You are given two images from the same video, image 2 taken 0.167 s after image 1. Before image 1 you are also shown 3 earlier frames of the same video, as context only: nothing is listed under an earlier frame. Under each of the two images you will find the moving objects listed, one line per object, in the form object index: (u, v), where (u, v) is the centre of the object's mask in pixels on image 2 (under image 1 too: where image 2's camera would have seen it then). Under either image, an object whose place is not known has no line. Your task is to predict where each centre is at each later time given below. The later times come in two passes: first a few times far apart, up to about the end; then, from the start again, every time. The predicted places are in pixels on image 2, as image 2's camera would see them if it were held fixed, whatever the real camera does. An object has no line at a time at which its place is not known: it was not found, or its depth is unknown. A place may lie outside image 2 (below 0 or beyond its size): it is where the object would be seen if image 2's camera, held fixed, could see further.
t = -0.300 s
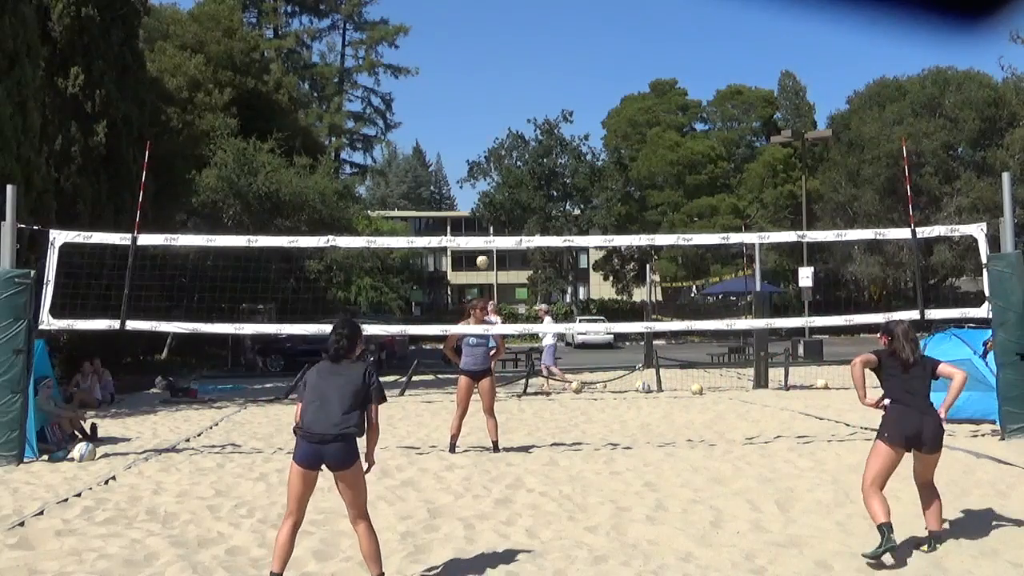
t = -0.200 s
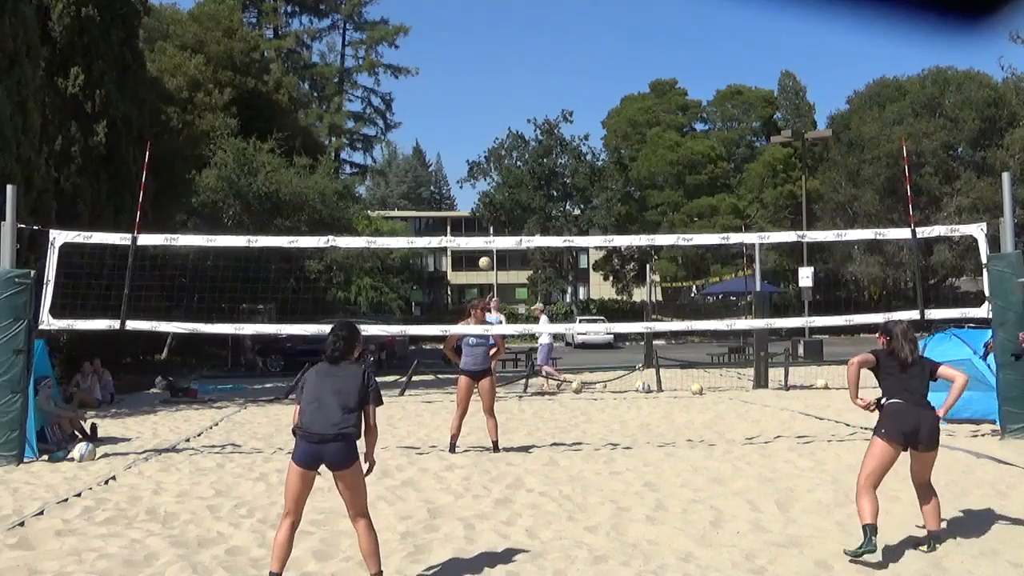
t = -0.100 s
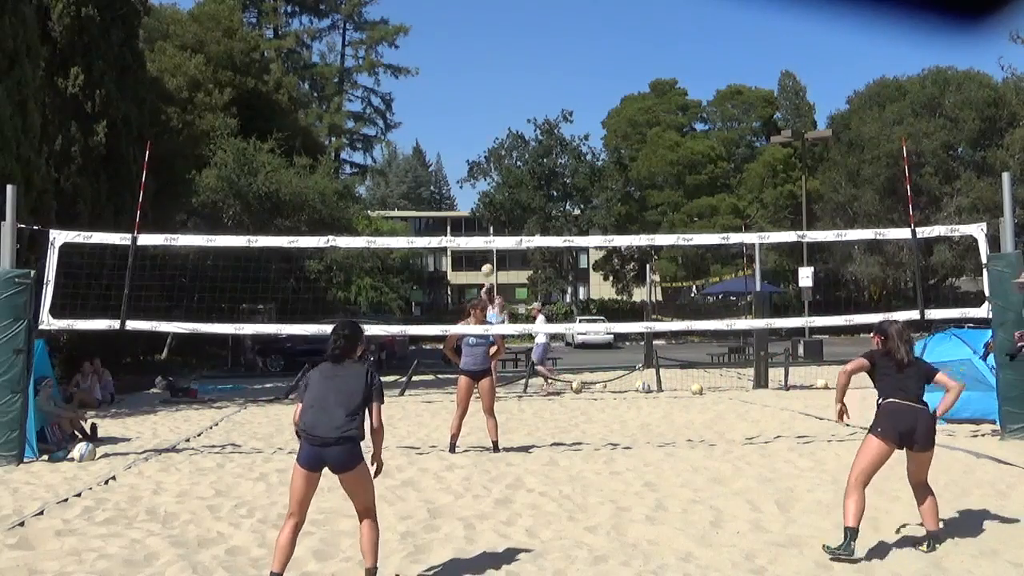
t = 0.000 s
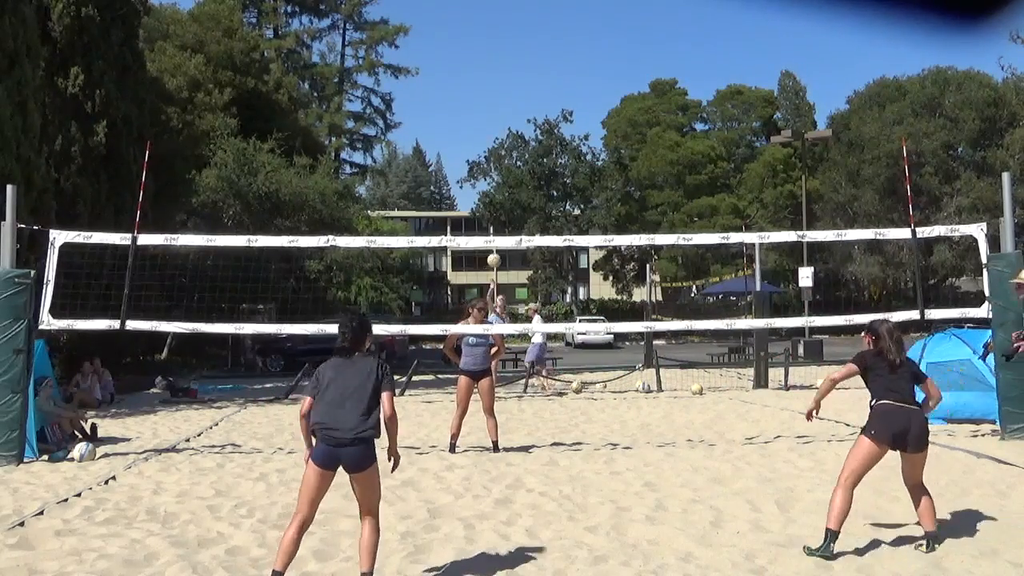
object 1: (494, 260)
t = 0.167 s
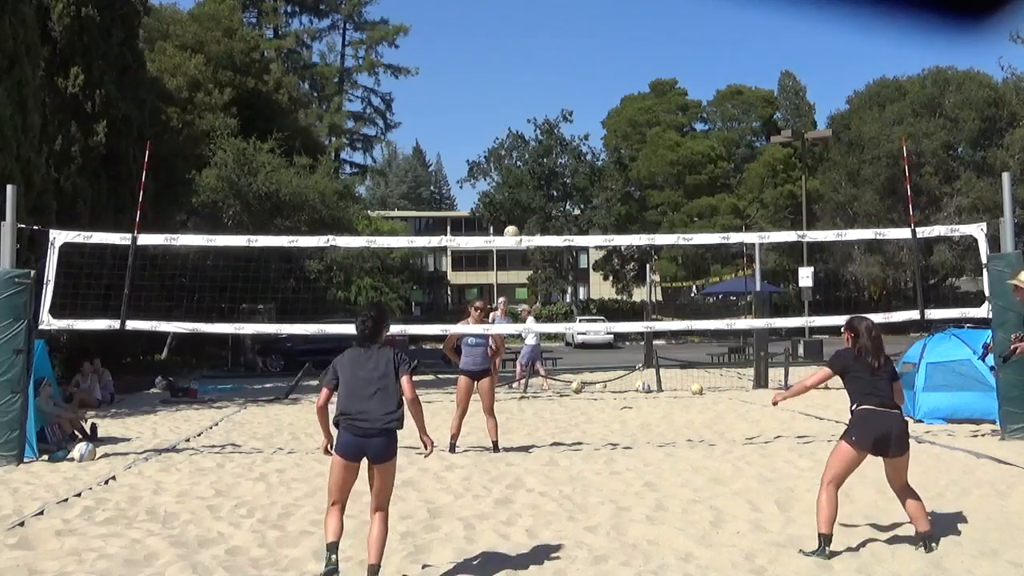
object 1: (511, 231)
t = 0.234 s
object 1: (519, 225)
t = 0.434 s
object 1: (551, 220)
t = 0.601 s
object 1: (586, 251)
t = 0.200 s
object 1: (515, 228)
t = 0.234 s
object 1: (519, 225)
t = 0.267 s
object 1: (524, 222)
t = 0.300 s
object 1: (529, 220)
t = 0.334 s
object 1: (534, 219)
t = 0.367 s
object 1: (539, 218)
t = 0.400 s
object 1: (543, 218)
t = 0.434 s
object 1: (551, 220)
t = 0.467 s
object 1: (556, 222)
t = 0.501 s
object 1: (564, 226)
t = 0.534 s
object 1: (570, 232)
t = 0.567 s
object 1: (578, 241)
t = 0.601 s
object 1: (586, 251)
